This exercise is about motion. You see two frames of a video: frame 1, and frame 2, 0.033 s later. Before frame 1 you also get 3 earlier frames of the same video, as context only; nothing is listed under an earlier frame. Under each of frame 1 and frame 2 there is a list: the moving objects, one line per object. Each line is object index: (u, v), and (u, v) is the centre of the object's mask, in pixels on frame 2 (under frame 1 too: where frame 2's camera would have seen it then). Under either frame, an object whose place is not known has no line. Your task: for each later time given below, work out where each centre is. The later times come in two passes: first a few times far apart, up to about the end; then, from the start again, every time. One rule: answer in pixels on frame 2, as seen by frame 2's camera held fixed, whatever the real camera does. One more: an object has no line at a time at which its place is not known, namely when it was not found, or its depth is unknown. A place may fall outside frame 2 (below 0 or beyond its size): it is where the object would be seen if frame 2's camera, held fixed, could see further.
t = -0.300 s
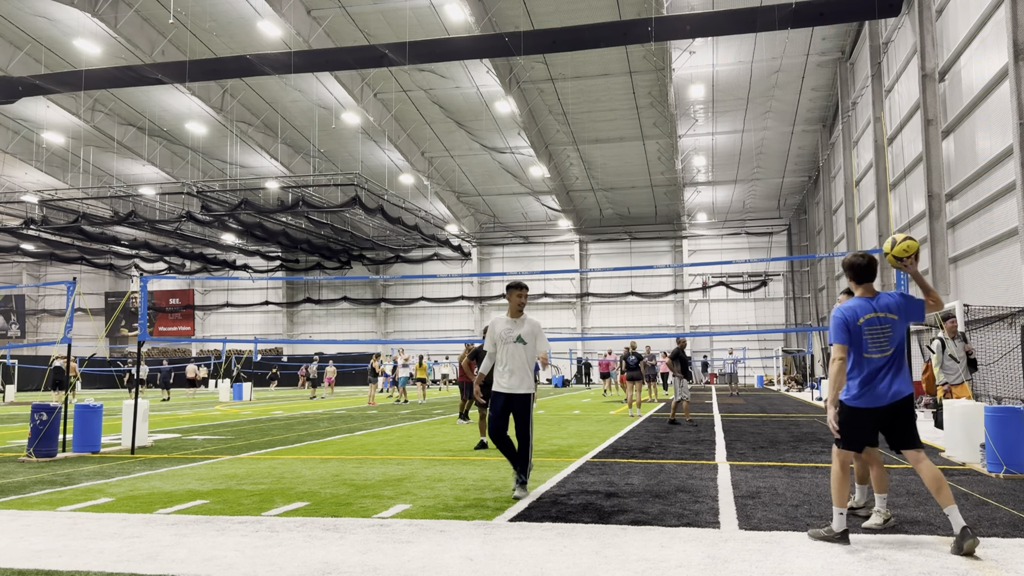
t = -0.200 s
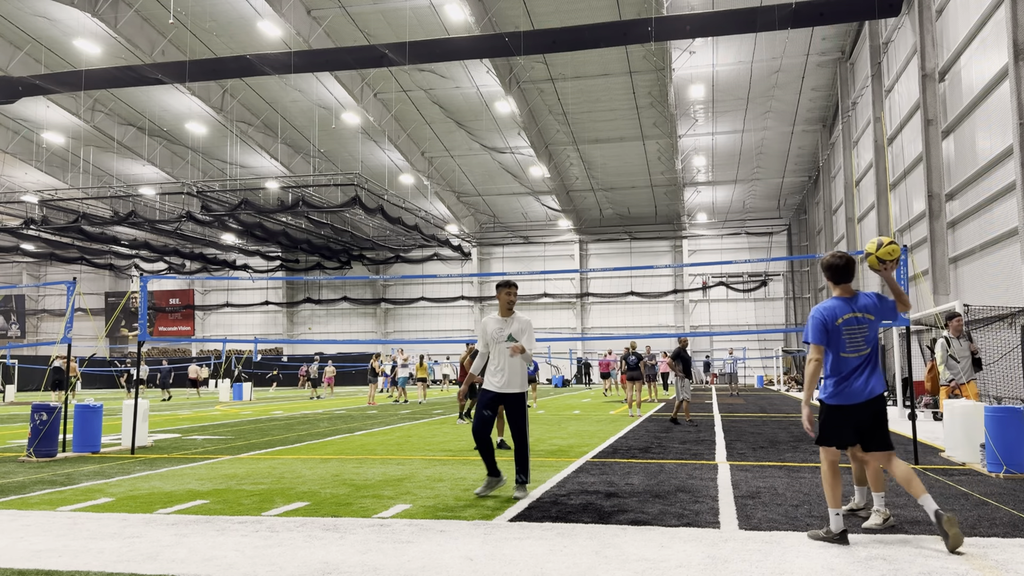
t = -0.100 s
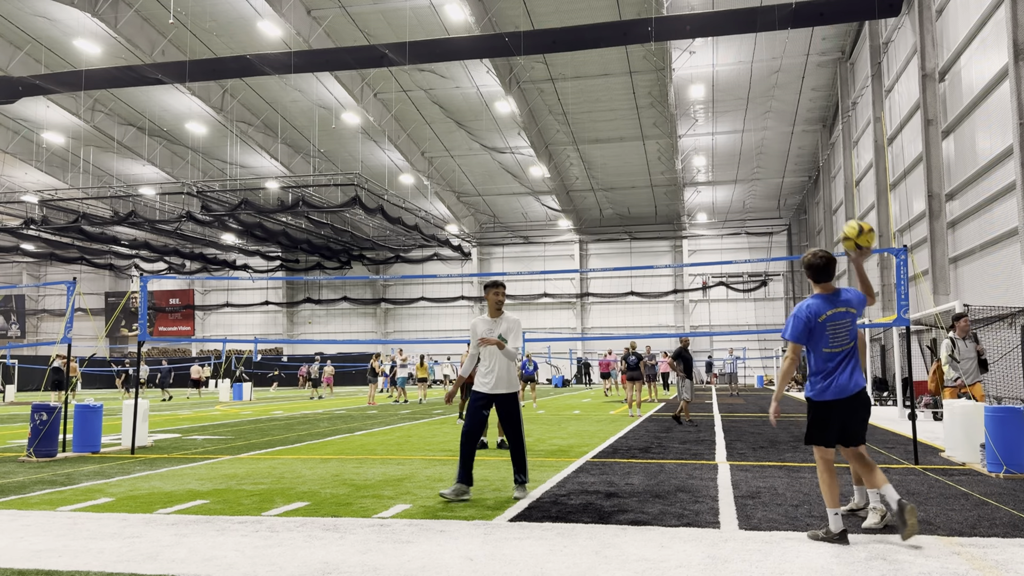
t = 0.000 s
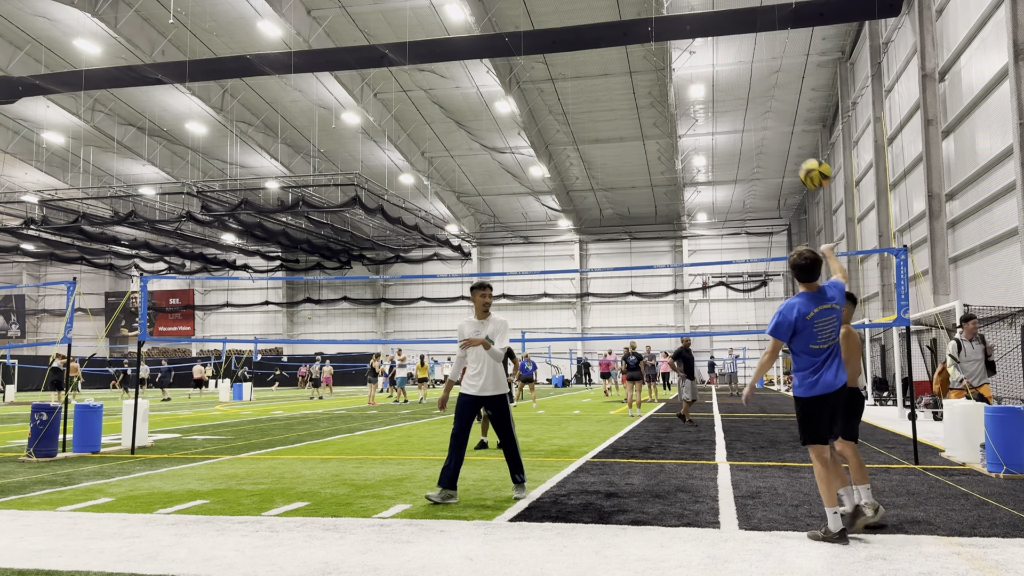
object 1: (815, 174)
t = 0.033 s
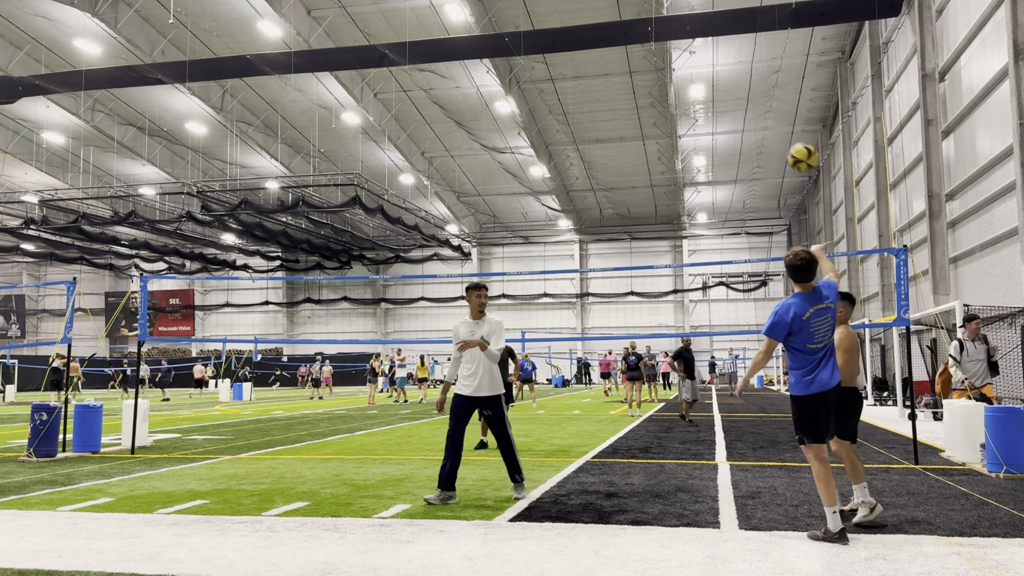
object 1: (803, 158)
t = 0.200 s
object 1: (751, 108)
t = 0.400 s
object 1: (706, 98)
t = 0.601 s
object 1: (671, 124)
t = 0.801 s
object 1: (646, 175)
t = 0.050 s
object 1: (797, 150)
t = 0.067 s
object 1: (791, 143)
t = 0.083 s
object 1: (786, 137)
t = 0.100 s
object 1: (781, 132)
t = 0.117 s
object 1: (775, 127)
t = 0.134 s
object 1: (770, 122)
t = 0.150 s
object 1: (765, 118)
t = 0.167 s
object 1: (760, 114)
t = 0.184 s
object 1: (756, 111)
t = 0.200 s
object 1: (751, 108)
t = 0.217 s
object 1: (747, 105)
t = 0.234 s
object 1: (743, 103)
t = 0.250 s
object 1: (738, 101)
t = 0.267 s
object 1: (734, 99)
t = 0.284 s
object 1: (730, 98)
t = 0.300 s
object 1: (727, 97)
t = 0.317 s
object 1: (723, 96)
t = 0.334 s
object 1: (719, 96)
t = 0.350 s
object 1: (716, 96)
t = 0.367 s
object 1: (713, 96)
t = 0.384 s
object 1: (709, 97)
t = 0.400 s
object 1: (706, 98)
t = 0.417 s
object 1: (702, 99)
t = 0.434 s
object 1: (699, 101)
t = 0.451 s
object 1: (696, 102)
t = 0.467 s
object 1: (692, 104)
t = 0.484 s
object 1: (689, 106)
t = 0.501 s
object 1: (687, 107)
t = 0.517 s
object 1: (684, 109)
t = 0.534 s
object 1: (682, 112)
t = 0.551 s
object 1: (679, 114)
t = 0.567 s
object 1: (676, 117)
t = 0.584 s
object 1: (673, 121)
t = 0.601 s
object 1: (671, 124)
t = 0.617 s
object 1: (668, 127)
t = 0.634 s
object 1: (666, 130)
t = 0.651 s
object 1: (664, 134)
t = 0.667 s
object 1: (662, 138)
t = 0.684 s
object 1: (660, 143)
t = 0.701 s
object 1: (658, 147)
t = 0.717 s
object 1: (656, 151)
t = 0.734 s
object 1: (653, 155)
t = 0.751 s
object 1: (651, 160)
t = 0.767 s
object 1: (649, 165)
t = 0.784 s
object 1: (648, 170)
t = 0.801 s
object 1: (646, 175)
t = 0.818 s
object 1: (644, 180)
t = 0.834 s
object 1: (642, 185)
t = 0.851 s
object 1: (640, 190)
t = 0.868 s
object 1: (639, 196)
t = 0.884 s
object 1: (637, 202)
